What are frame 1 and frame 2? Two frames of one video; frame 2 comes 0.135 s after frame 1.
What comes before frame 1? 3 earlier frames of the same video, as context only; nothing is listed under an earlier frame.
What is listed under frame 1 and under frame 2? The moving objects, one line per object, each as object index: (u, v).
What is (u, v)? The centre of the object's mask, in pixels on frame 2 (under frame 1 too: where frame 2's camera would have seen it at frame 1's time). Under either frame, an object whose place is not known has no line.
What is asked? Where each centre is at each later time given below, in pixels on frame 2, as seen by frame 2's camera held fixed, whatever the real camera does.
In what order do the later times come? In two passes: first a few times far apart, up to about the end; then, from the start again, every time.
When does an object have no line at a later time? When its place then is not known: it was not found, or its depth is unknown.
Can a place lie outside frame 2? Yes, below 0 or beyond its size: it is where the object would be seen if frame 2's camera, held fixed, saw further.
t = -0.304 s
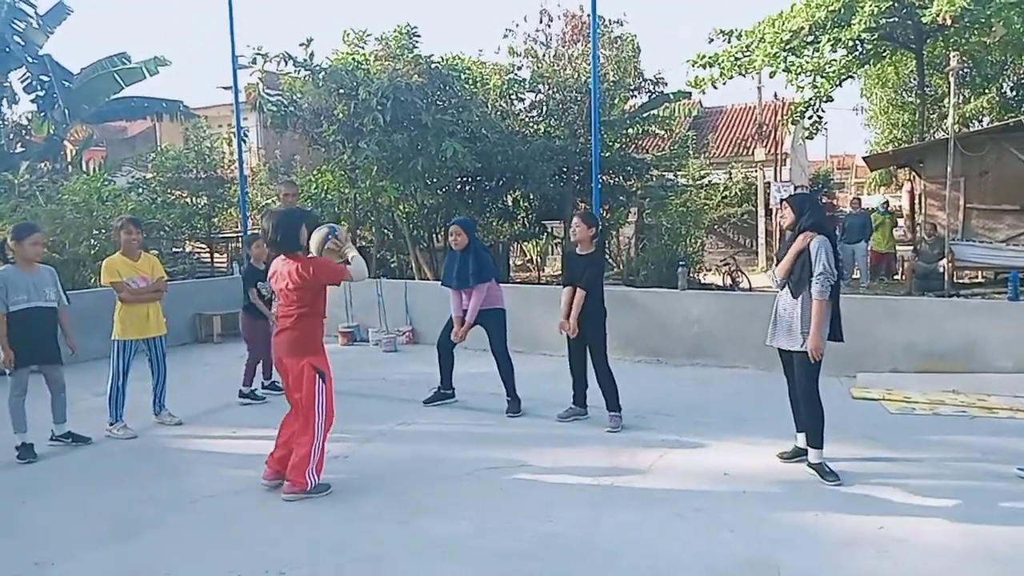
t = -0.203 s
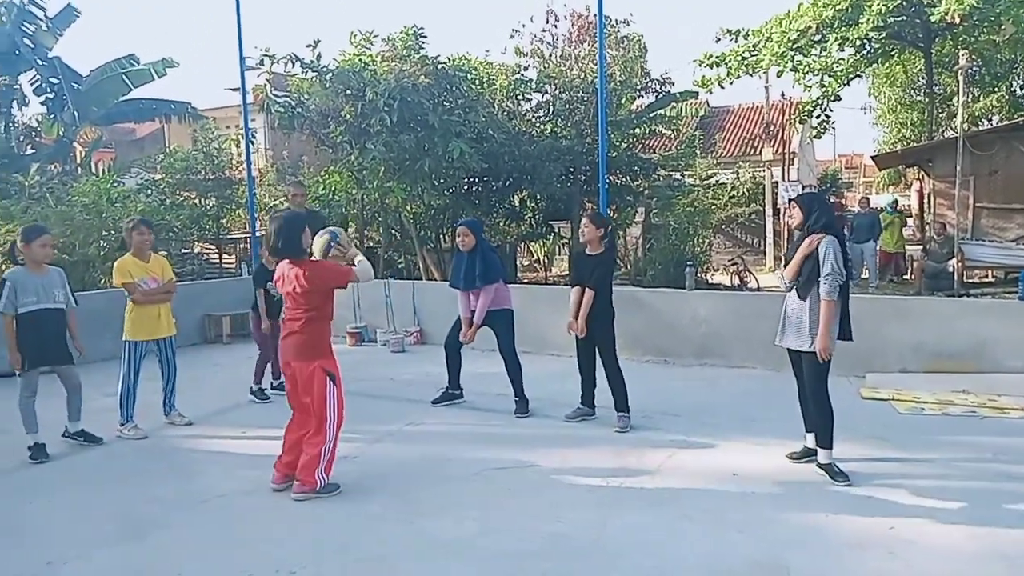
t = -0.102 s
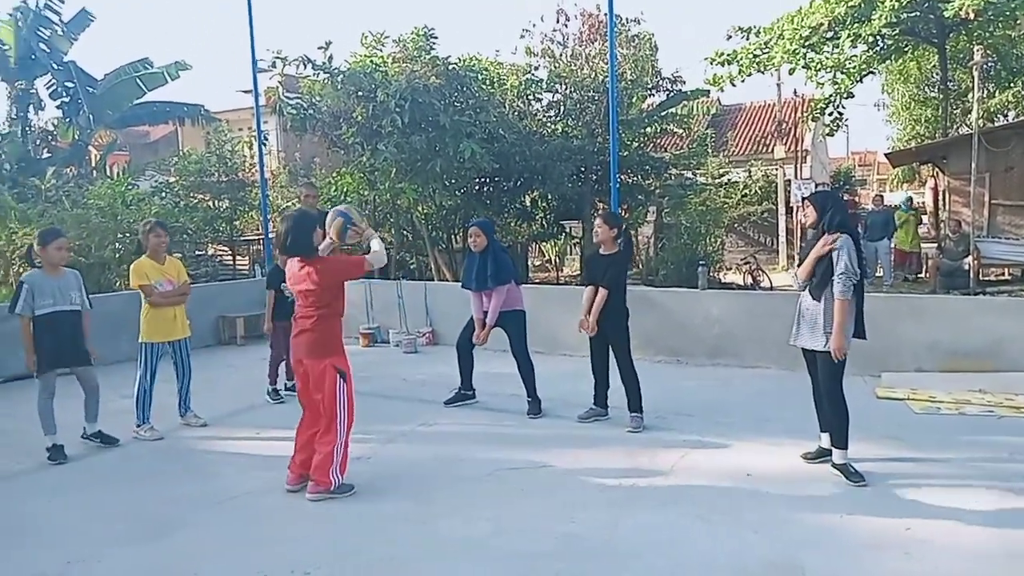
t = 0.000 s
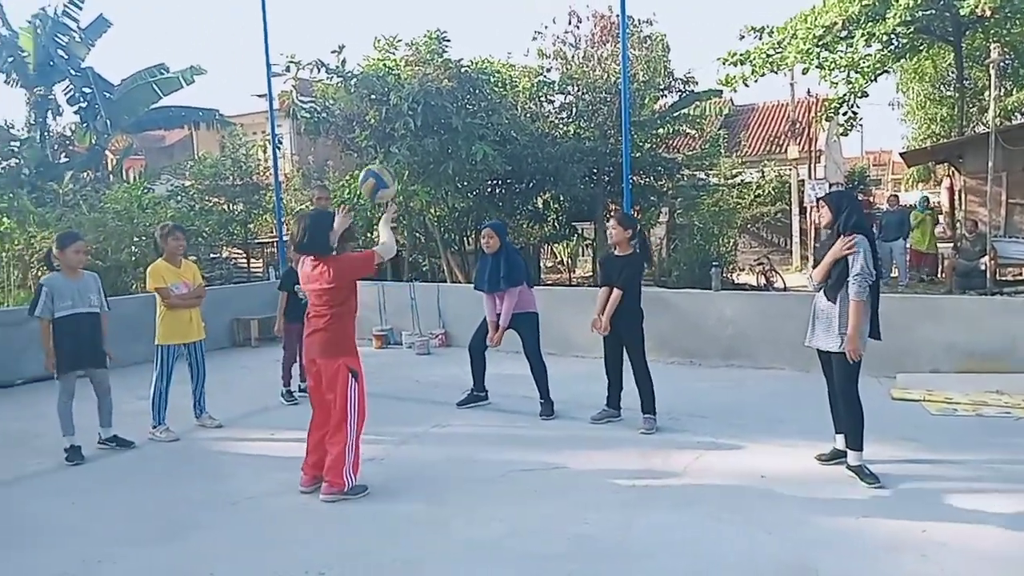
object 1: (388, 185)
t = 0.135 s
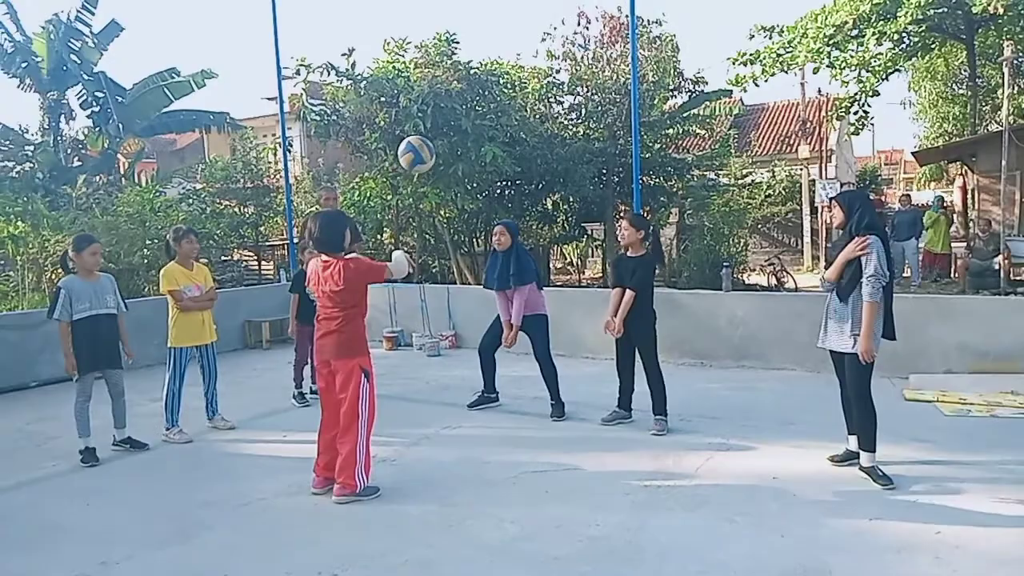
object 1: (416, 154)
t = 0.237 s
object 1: (437, 152)
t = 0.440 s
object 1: (477, 196)
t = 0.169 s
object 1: (423, 152)
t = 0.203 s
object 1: (430, 151)
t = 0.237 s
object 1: (437, 152)
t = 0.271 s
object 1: (444, 155)
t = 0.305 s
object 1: (450, 160)
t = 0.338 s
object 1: (457, 167)
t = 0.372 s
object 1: (464, 175)
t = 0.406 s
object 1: (471, 185)
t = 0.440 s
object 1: (477, 196)
